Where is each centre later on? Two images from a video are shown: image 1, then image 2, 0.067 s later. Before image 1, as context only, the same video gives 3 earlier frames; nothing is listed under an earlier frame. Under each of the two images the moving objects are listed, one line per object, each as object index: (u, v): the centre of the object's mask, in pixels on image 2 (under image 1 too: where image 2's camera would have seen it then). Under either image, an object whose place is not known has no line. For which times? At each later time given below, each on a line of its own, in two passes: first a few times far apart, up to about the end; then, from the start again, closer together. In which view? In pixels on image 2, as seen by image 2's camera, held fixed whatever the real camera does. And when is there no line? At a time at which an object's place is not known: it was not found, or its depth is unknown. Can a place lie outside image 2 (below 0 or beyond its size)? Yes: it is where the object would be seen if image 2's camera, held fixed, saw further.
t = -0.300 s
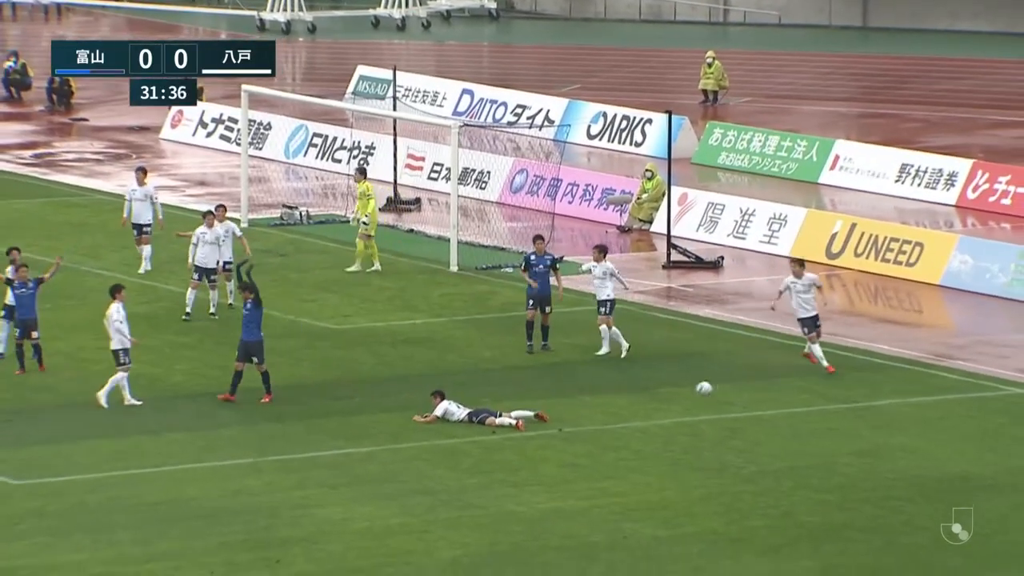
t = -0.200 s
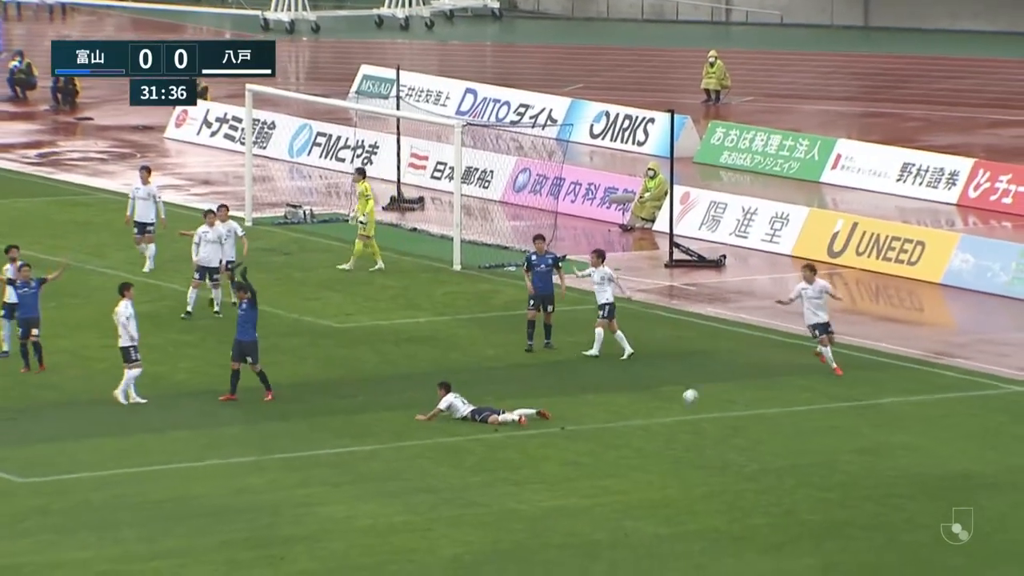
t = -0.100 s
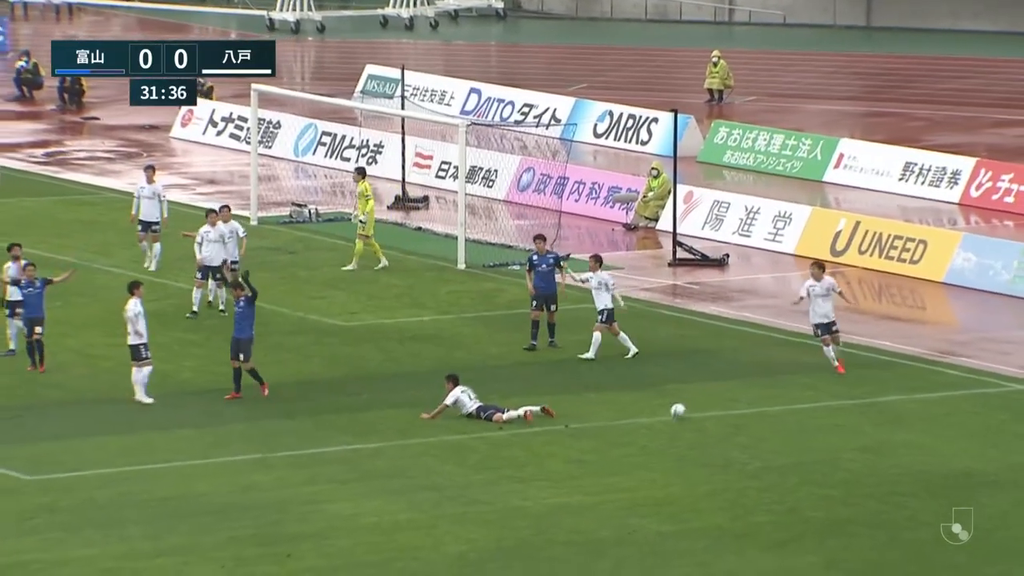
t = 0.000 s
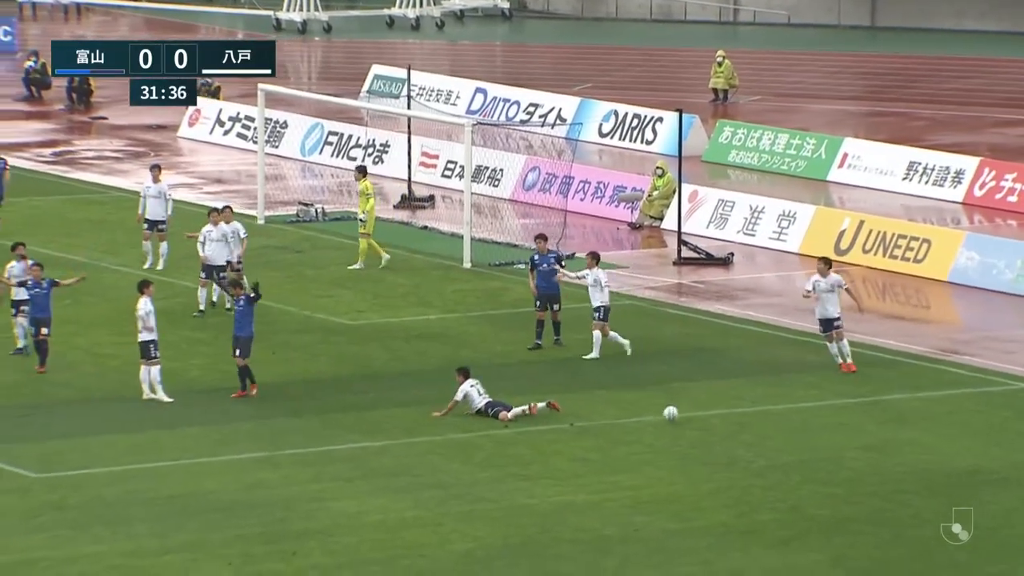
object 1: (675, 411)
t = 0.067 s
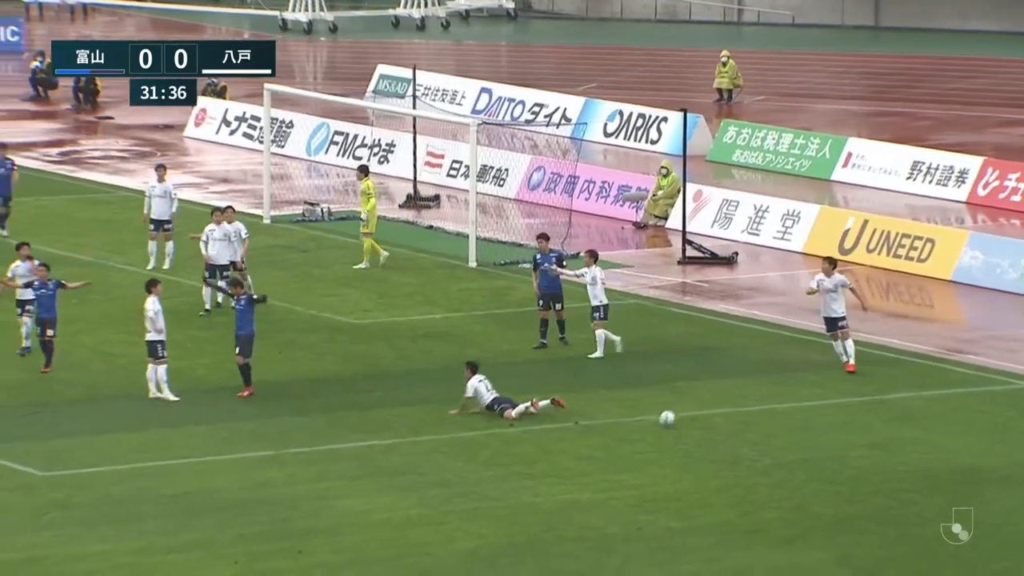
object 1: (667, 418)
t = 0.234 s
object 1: (651, 432)
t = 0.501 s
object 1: (633, 451)
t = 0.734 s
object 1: (620, 466)
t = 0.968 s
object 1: (609, 482)
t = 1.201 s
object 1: (597, 495)
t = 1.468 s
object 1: (584, 515)
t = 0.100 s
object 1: (663, 423)
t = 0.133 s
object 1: (659, 425)
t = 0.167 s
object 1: (656, 426)
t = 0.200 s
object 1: (653, 429)
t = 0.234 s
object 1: (651, 432)
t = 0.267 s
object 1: (648, 435)
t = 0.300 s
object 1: (645, 438)
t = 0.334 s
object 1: (643, 440)
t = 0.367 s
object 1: (641, 442)
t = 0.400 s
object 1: (638, 444)
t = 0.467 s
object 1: (635, 449)
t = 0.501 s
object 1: (633, 451)
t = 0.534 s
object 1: (631, 453)
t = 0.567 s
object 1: (629, 455)
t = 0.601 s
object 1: (627, 459)
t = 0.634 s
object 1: (626, 460)
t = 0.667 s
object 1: (623, 461)
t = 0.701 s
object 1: (622, 463)
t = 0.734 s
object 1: (620, 466)
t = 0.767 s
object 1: (618, 469)
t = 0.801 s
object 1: (617, 472)
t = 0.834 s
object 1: (616, 473)
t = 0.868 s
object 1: (613, 474)
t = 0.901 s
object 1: (611, 477)
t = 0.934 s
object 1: (611, 480)
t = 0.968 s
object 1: (609, 482)
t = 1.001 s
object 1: (606, 483)
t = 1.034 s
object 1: (606, 485)
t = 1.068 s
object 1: (604, 487)
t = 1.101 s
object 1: (603, 490)
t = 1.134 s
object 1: (601, 493)
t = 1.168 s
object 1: (599, 494)
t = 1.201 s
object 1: (597, 495)
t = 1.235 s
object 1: (596, 497)
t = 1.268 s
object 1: (594, 500)
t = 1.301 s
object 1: (592, 503)
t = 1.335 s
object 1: (591, 506)
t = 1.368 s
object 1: (589, 507)
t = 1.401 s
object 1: (587, 509)
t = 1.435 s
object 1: (586, 512)
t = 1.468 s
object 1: (584, 515)
